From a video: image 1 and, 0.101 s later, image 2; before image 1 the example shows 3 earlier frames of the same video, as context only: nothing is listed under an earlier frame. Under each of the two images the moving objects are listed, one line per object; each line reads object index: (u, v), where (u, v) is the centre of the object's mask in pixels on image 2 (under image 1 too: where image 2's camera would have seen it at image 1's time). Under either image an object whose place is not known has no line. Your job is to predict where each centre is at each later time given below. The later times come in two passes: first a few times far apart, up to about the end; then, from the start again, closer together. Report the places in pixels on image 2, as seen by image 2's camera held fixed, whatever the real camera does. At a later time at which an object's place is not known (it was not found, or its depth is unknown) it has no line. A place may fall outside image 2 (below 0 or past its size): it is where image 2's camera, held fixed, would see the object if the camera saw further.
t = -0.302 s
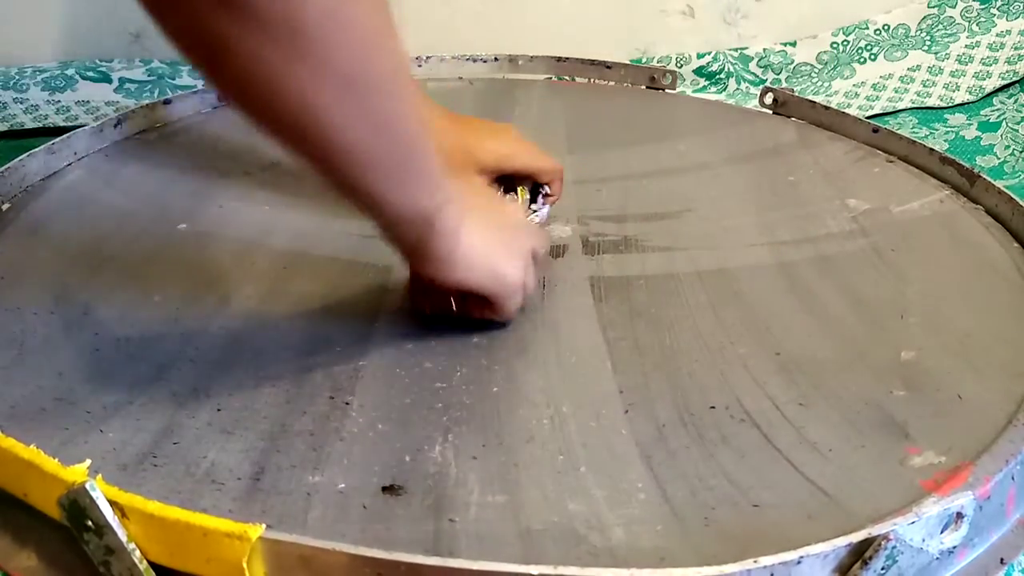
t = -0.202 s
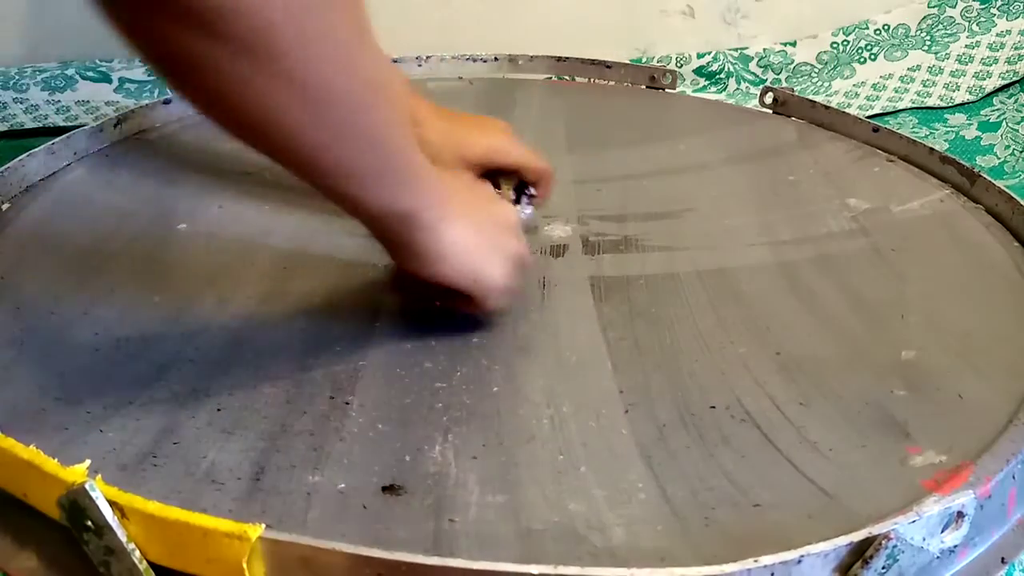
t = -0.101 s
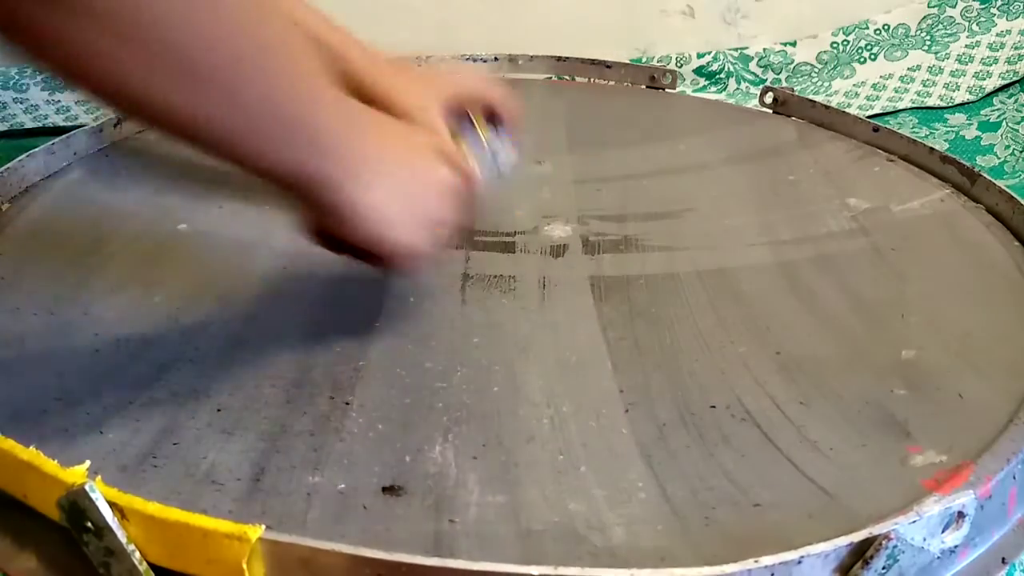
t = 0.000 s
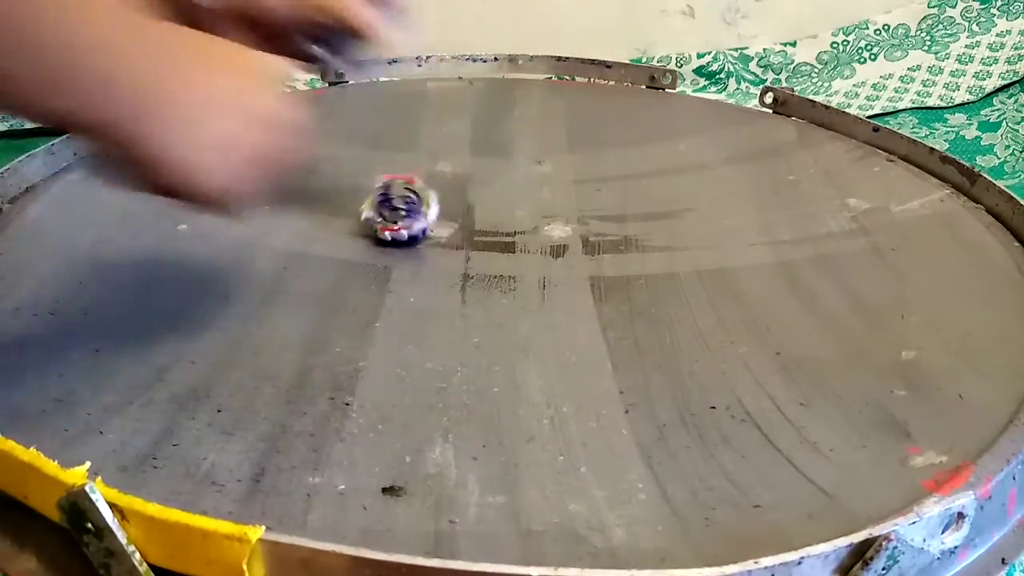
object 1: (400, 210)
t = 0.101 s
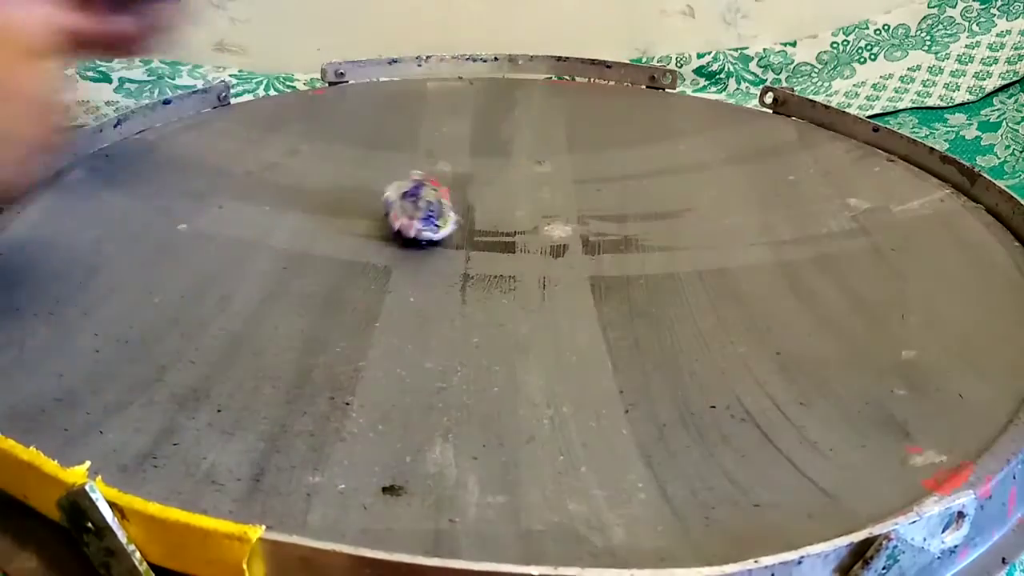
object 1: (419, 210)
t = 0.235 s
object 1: (435, 208)
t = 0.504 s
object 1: (434, 208)
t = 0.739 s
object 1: (429, 209)
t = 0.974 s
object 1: (431, 210)
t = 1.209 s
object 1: (431, 210)
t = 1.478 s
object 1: (431, 210)
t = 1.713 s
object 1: (431, 210)
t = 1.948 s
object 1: (431, 210)
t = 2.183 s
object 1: (431, 210)
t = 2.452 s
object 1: (431, 209)
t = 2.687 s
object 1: (431, 209)
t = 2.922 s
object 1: (431, 209)
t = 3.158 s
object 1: (431, 209)
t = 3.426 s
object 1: (431, 209)
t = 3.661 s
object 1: (431, 209)
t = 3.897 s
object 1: (431, 209)
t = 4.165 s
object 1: (431, 209)
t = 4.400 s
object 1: (431, 209)
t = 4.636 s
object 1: (431, 209)
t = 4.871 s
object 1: (431, 209)
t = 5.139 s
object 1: (431, 209)
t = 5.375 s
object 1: (431, 209)
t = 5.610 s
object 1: (431, 209)
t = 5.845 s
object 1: (431, 209)
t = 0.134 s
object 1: (424, 210)
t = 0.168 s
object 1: (429, 206)
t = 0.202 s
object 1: (433, 208)
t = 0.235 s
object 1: (435, 208)
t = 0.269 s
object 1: (435, 207)
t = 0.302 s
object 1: (434, 207)
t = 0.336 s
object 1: (434, 206)
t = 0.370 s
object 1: (434, 206)
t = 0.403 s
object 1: (434, 207)
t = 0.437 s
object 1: (434, 207)
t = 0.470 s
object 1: (434, 207)
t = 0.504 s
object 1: (434, 208)
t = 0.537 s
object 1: (434, 209)
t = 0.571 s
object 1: (434, 209)
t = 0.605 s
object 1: (434, 210)
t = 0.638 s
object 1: (433, 210)
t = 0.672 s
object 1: (432, 209)
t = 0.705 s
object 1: (430, 209)
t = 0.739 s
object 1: (429, 209)
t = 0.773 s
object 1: (429, 209)
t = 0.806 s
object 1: (430, 210)
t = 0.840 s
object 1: (431, 210)
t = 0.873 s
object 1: (431, 210)
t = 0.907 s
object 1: (431, 210)
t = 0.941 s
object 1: (431, 210)
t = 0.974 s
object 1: (431, 210)
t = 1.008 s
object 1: (431, 210)
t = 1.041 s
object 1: (431, 210)
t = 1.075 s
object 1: (431, 210)
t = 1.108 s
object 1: (431, 210)
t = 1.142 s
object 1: (431, 210)
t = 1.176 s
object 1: (431, 210)
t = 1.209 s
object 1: (431, 210)
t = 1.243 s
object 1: (431, 210)
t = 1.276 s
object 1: (431, 210)
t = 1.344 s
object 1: (431, 210)
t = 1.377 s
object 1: (431, 210)
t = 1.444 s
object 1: (431, 210)
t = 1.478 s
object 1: (431, 210)
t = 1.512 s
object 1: (431, 210)
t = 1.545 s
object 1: (431, 210)
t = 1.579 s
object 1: (431, 210)
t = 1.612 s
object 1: (431, 210)
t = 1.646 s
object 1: (431, 210)
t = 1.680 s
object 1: (431, 210)
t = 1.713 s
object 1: (431, 210)
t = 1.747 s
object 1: (431, 210)
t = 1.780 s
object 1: (431, 210)
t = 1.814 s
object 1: (431, 210)
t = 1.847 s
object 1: (431, 210)
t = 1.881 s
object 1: (431, 210)
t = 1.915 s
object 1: (431, 210)
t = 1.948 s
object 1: (431, 210)
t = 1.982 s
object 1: (431, 210)
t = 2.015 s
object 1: (431, 210)
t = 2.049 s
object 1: (431, 210)
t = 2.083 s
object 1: (431, 210)
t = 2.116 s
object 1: (431, 210)
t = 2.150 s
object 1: (431, 210)
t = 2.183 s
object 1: (431, 210)
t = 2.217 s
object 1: (431, 210)
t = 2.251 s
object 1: (431, 210)
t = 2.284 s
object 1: (431, 210)
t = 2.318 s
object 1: (431, 209)
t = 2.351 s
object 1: (431, 209)
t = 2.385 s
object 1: (431, 209)
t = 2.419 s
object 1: (431, 209)
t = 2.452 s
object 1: (431, 209)
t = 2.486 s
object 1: (431, 209)
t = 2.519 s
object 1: (431, 209)
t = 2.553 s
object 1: (431, 209)
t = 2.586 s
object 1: (431, 209)
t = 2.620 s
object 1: (431, 209)
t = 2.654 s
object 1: (431, 209)
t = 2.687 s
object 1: (431, 209)
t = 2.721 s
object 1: (431, 209)
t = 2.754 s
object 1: (431, 209)
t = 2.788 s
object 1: (431, 209)
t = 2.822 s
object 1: (431, 209)
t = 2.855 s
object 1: (431, 209)
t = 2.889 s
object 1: (431, 209)
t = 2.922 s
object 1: (431, 209)
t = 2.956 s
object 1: (431, 209)
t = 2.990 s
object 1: (431, 209)
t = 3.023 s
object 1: (431, 209)
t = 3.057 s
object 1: (431, 209)
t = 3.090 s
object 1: (431, 209)
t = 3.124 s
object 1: (431, 209)
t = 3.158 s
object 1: (431, 209)
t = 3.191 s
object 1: (431, 209)
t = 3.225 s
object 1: (431, 209)
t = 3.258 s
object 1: (431, 209)
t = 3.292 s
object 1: (431, 209)
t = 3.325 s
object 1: (431, 209)
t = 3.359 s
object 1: (431, 209)
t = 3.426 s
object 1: (431, 209)
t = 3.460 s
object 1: (431, 209)
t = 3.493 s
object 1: (431, 209)
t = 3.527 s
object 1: (431, 209)
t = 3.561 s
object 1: (431, 209)
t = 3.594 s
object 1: (431, 209)
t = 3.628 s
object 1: (431, 209)
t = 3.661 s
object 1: (431, 209)
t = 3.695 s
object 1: (431, 209)
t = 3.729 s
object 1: (431, 209)
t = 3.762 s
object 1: (431, 209)
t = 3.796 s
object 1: (431, 209)
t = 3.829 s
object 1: (431, 209)
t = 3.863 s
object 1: (431, 209)
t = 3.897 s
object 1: (431, 209)
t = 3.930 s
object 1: (431, 209)
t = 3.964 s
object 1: (431, 209)
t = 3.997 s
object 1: (431, 209)
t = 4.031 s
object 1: (431, 209)
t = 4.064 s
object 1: (431, 209)
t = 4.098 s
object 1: (431, 209)
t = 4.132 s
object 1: (431, 209)
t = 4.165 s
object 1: (431, 209)
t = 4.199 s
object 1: (431, 209)
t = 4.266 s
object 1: (431, 209)
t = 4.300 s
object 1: (431, 209)
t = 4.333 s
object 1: (431, 209)
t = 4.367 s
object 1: (431, 209)
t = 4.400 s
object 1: (431, 209)
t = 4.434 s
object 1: (431, 209)
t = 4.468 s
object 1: (431, 209)
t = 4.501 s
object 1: (431, 209)
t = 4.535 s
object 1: (431, 209)
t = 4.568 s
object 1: (431, 209)
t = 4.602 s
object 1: (431, 209)
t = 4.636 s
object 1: (431, 209)
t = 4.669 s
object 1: (431, 209)
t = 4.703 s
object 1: (431, 209)
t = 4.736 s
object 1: (431, 209)
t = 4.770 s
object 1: (431, 209)
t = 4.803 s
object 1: (431, 209)
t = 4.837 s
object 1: (431, 209)
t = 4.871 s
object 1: (431, 209)
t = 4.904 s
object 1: (431, 209)
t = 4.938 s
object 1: (431, 209)
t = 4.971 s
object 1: (431, 209)
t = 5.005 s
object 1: (431, 209)
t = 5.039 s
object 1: (431, 209)
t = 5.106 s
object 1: (431, 209)
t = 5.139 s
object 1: (431, 209)
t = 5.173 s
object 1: (431, 209)
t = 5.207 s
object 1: (431, 209)
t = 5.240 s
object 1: (431, 209)
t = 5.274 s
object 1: (431, 209)
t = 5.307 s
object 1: (431, 209)
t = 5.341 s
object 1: (431, 209)
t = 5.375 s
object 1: (431, 209)
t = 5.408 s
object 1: (431, 209)
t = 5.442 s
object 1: (431, 209)
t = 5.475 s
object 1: (431, 209)
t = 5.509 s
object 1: (431, 209)
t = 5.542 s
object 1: (431, 209)
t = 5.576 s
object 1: (431, 209)
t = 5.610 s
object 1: (431, 209)
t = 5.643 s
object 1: (431, 209)
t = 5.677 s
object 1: (431, 209)
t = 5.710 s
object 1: (431, 209)
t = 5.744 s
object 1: (431, 209)
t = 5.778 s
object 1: (431, 209)
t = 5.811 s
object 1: (431, 209)
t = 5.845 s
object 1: (431, 209)
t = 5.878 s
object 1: (431, 209)
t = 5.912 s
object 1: (431, 209)
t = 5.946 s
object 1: (431, 209)
